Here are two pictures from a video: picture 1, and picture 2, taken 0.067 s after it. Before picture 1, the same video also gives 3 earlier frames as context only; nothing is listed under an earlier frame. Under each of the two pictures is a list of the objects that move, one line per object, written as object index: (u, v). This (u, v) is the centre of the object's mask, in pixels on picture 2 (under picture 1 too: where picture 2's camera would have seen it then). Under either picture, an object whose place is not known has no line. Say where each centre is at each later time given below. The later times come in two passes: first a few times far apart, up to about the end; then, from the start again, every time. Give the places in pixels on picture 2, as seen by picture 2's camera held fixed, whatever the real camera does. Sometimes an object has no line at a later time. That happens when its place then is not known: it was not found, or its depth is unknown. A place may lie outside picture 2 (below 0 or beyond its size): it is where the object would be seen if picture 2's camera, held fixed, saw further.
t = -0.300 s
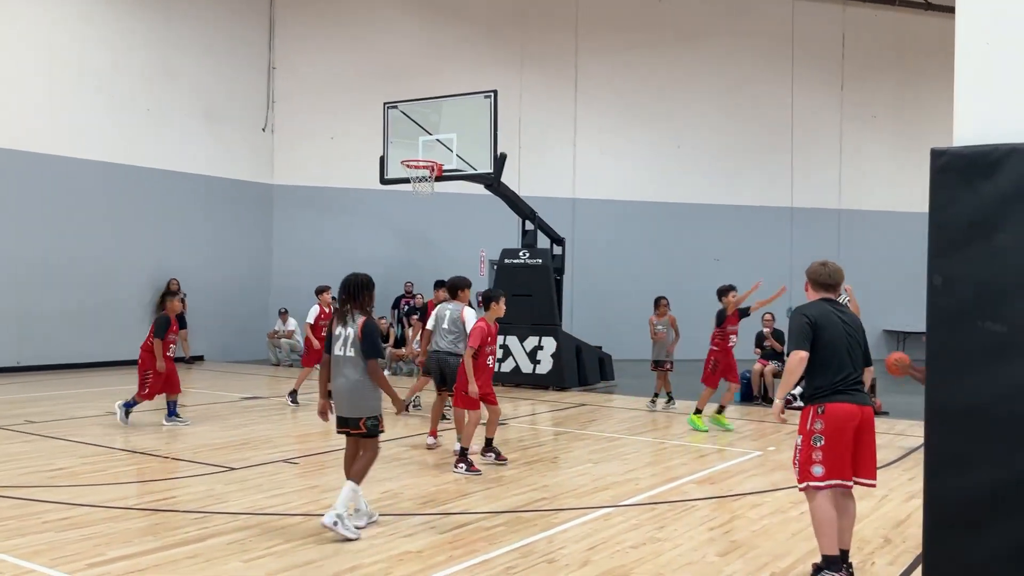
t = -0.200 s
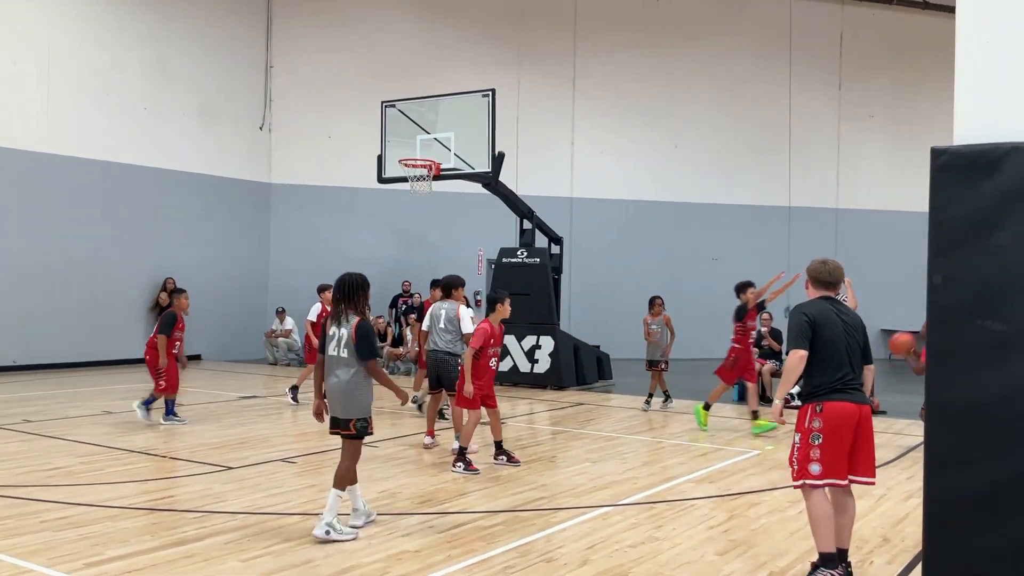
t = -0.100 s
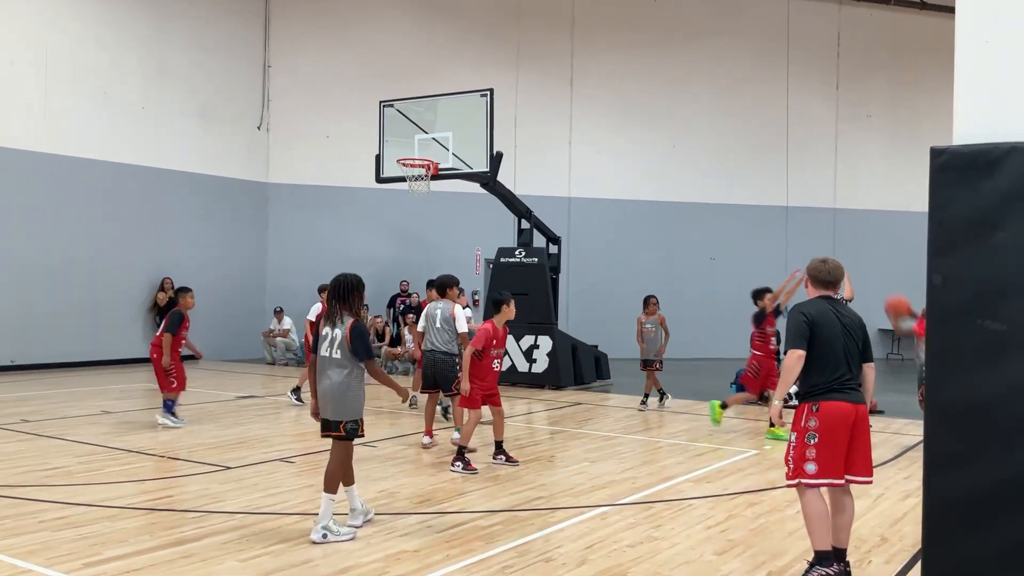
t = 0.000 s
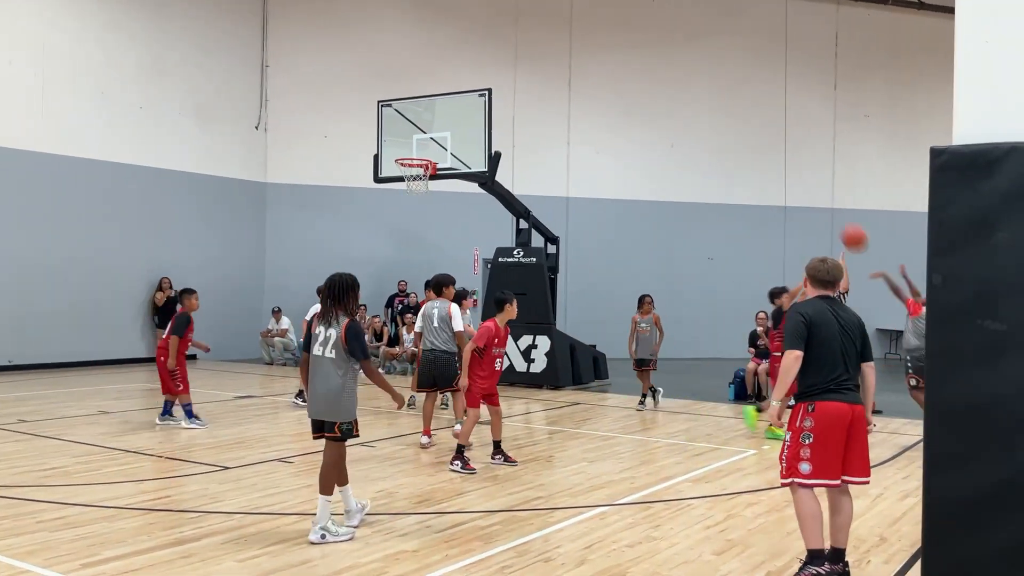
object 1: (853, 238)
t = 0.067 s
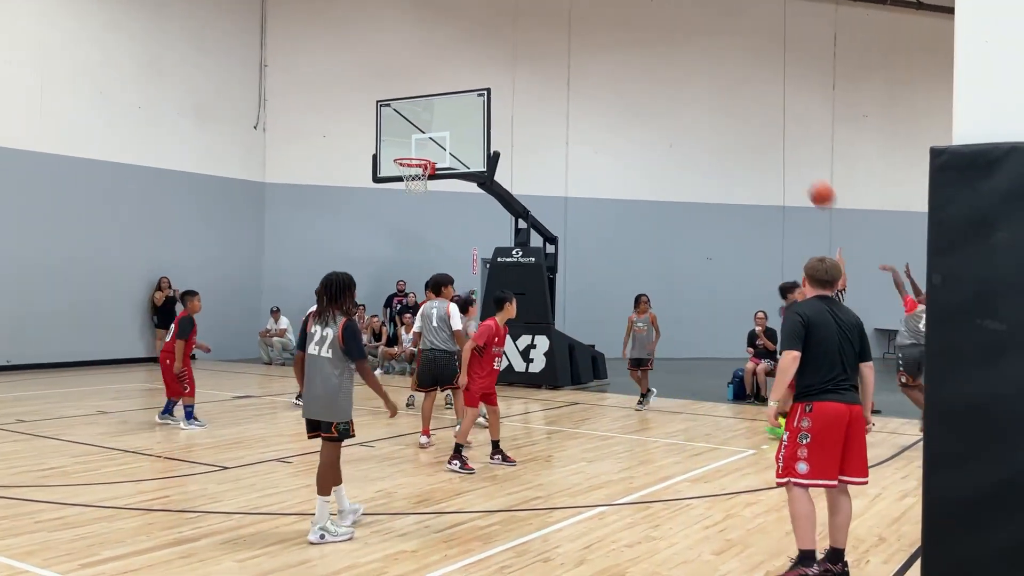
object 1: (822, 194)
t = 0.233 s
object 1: (749, 112)
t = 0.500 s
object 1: (645, 44)
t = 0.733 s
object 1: (563, 40)
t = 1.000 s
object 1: (480, 88)
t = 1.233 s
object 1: (417, 146)
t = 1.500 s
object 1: (371, 136)
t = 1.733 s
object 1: (332, 170)
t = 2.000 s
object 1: (289, 253)
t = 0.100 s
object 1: (806, 175)
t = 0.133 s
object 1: (792, 157)
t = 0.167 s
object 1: (778, 141)
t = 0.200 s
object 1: (763, 125)
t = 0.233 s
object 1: (749, 112)
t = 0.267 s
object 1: (736, 99)
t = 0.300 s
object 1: (722, 88)
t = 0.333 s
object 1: (709, 78)
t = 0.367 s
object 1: (696, 69)
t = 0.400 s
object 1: (682, 61)
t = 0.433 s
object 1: (670, 54)
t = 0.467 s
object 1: (657, 49)
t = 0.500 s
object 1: (645, 44)
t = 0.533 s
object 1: (633, 41)
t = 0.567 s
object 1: (620, 38)
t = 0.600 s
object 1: (609, 36)
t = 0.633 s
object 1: (596, 36)
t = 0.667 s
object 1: (585, 36)
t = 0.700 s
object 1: (574, 37)
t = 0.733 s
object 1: (563, 40)
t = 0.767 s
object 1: (552, 43)
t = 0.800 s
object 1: (541, 47)
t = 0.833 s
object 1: (531, 52)
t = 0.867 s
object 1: (520, 57)
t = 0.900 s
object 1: (509, 64)
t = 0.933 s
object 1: (499, 71)
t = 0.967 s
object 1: (489, 79)
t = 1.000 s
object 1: (480, 88)
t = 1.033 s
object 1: (469, 98)
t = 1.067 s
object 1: (460, 108)
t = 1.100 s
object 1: (450, 119)
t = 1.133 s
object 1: (441, 130)
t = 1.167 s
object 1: (431, 143)
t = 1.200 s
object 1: (423, 151)
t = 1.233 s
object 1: (417, 146)
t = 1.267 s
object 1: (411, 143)
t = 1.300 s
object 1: (405, 139)
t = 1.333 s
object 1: (399, 137)
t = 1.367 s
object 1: (394, 135)
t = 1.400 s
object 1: (388, 134)
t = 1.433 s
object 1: (382, 134)
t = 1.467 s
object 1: (377, 135)
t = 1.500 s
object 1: (371, 136)
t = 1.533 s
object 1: (365, 139)
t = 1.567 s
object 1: (360, 142)
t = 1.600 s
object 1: (354, 146)
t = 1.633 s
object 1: (348, 151)
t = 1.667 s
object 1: (343, 156)
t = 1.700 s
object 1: (337, 162)
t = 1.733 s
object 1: (332, 170)
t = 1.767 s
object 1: (327, 177)
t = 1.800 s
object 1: (321, 186)
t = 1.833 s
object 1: (316, 195)
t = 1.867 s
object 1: (310, 205)
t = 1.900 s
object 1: (305, 216)
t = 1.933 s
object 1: (300, 227)
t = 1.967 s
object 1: (294, 239)
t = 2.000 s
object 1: (289, 253)
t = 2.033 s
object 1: (284, 267)
